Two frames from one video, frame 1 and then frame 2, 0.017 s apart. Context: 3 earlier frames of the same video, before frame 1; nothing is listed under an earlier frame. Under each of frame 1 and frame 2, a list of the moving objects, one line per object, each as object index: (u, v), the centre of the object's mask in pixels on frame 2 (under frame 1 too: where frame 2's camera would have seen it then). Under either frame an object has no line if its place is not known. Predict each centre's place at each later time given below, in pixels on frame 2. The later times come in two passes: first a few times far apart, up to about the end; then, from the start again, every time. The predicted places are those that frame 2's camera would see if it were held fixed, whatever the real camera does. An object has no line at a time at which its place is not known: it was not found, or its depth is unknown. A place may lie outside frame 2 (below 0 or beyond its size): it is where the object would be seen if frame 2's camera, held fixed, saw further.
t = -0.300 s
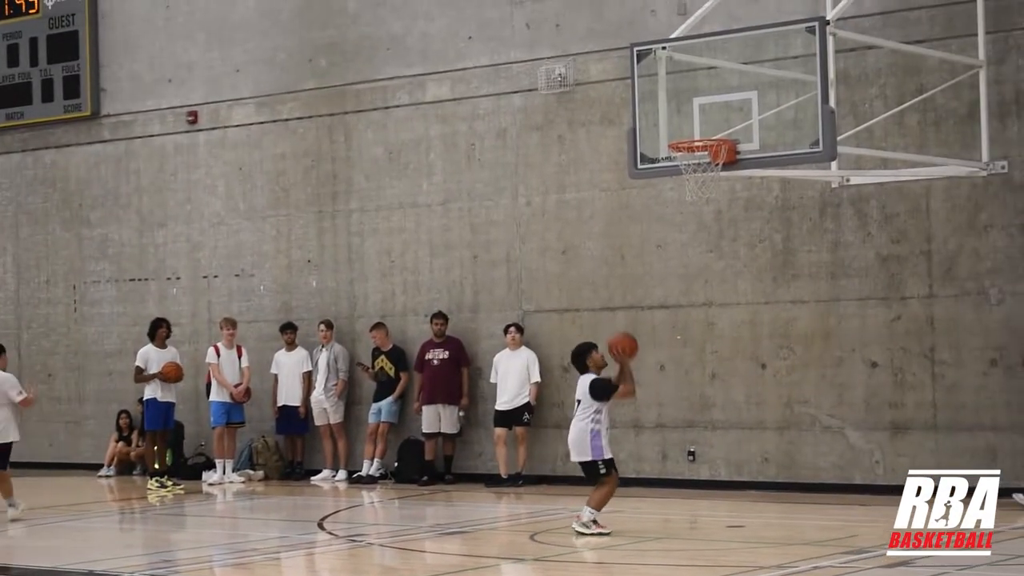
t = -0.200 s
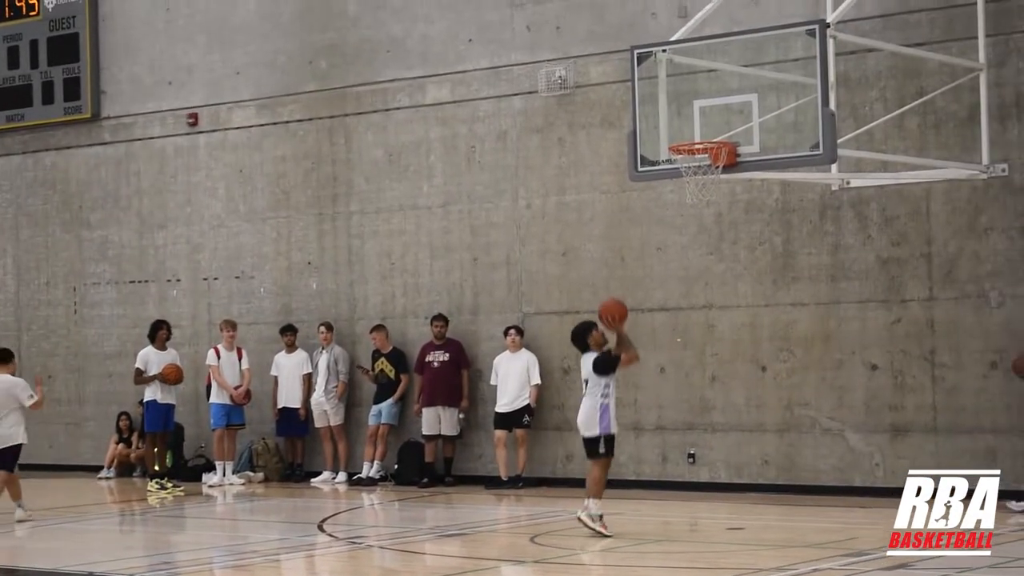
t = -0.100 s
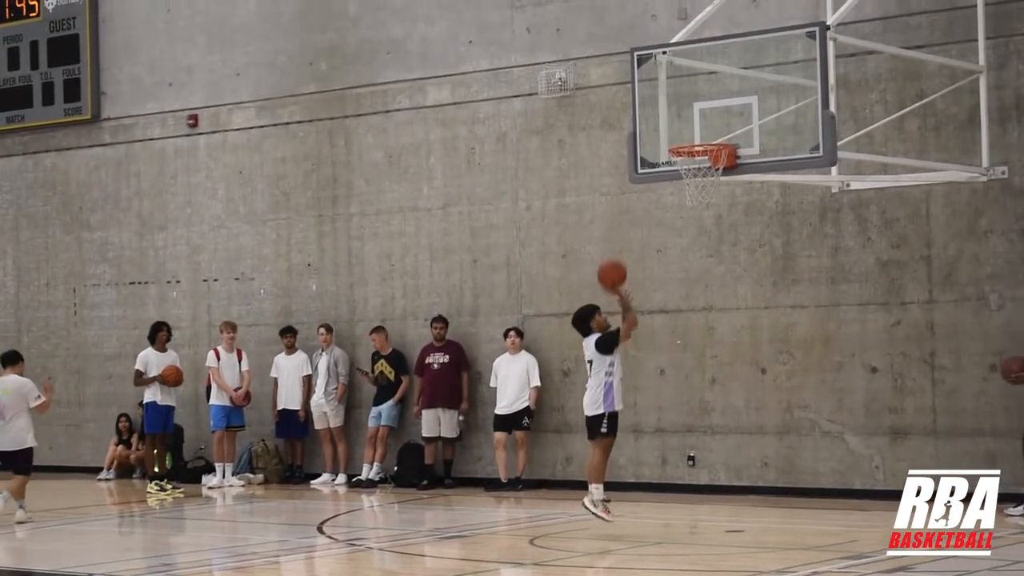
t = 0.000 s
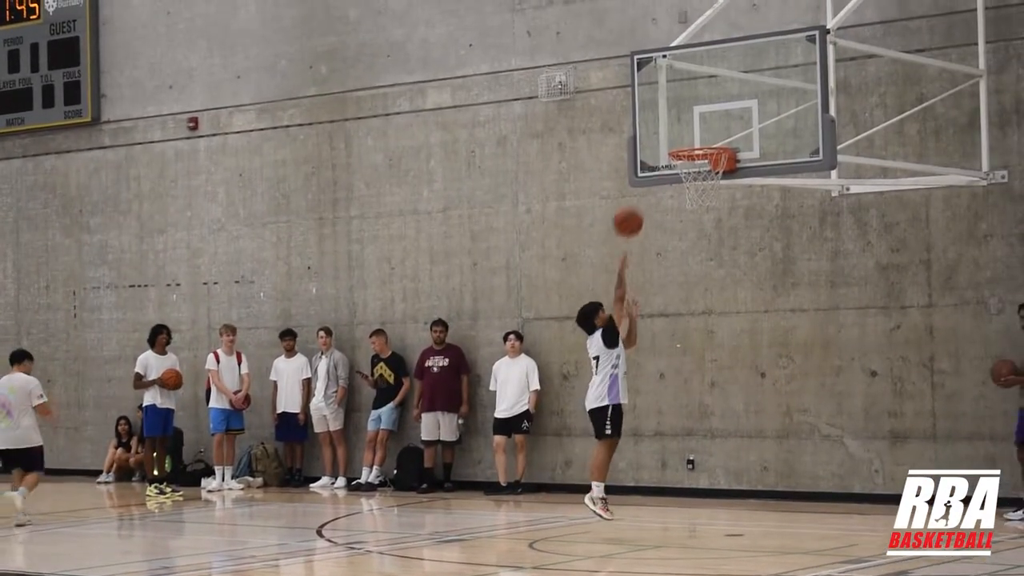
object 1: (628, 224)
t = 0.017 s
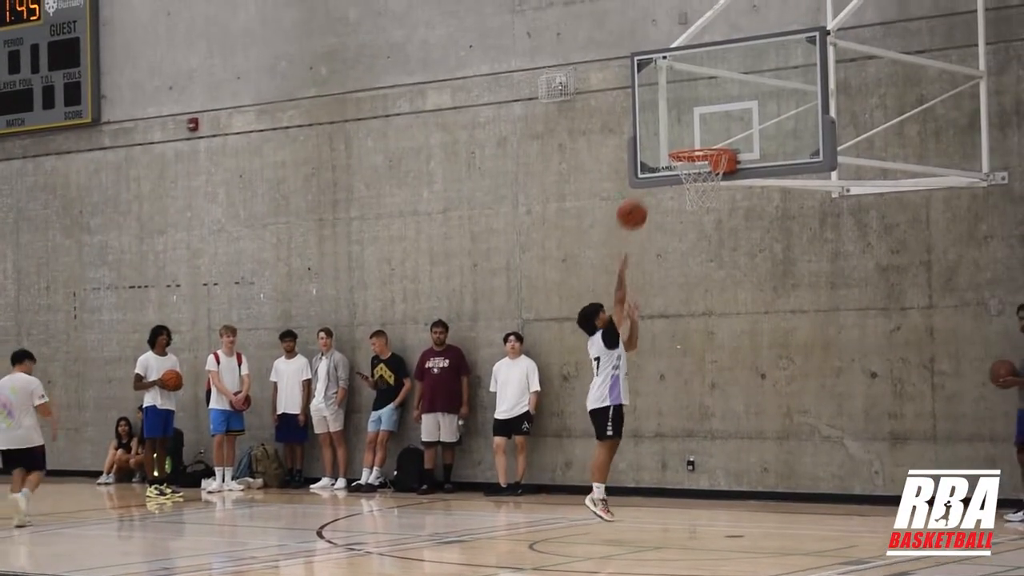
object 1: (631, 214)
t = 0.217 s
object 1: (678, 134)
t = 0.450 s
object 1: (695, 119)
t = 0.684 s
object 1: (699, 173)
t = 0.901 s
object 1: (700, 240)
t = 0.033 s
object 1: (635, 206)
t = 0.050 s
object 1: (639, 197)
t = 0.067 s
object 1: (643, 190)
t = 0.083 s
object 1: (646, 182)
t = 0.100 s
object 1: (650, 175)
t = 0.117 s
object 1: (655, 168)
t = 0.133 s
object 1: (658, 162)
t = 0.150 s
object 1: (661, 155)
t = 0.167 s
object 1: (665, 147)
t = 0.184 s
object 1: (670, 142)
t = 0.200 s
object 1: (675, 138)
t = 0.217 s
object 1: (678, 134)
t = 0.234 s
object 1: (682, 130)
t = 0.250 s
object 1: (687, 126)
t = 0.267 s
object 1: (690, 122)
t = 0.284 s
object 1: (693, 118)
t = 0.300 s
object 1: (694, 116)
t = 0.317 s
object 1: (694, 115)
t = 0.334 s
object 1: (694, 115)
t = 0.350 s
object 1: (694, 115)
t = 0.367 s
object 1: (694, 114)
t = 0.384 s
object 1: (695, 115)
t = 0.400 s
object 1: (695, 116)
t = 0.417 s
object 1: (695, 116)
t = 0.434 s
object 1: (695, 117)
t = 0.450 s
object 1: (695, 119)
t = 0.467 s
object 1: (695, 121)
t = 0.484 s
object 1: (696, 123)
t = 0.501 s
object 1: (696, 126)
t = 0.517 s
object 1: (697, 129)
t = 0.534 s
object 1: (696, 132)
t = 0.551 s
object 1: (697, 135)
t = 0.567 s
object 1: (697, 138)
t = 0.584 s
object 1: (697, 140)
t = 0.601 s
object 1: (697, 142)
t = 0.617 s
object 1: (699, 145)
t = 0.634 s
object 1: (699, 160)
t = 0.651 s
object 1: (698, 165)
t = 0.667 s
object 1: (699, 169)
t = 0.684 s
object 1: (699, 173)
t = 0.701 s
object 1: (699, 177)
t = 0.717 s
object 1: (699, 179)
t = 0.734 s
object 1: (699, 184)
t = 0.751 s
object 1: (698, 191)
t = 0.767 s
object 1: (699, 196)
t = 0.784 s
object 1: (700, 198)
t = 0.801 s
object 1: (700, 202)
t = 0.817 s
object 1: (700, 207)
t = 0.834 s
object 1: (699, 215)
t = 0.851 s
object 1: (699, 220)
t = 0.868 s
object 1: (700, 226)
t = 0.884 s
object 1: (700, 233)
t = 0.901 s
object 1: (700, 240)
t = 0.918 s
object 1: (701, 247)
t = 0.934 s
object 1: (701, 256)
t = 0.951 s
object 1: (701, 264)
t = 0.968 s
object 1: (701, 273)
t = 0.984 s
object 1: (701, 283)
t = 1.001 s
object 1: (701, 292)
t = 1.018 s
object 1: (702, 301)
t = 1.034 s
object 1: (701, 311)
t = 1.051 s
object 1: (702, 322)
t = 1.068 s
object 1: (702, 333)
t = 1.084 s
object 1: (702, 343)
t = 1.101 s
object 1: (702, 355)
